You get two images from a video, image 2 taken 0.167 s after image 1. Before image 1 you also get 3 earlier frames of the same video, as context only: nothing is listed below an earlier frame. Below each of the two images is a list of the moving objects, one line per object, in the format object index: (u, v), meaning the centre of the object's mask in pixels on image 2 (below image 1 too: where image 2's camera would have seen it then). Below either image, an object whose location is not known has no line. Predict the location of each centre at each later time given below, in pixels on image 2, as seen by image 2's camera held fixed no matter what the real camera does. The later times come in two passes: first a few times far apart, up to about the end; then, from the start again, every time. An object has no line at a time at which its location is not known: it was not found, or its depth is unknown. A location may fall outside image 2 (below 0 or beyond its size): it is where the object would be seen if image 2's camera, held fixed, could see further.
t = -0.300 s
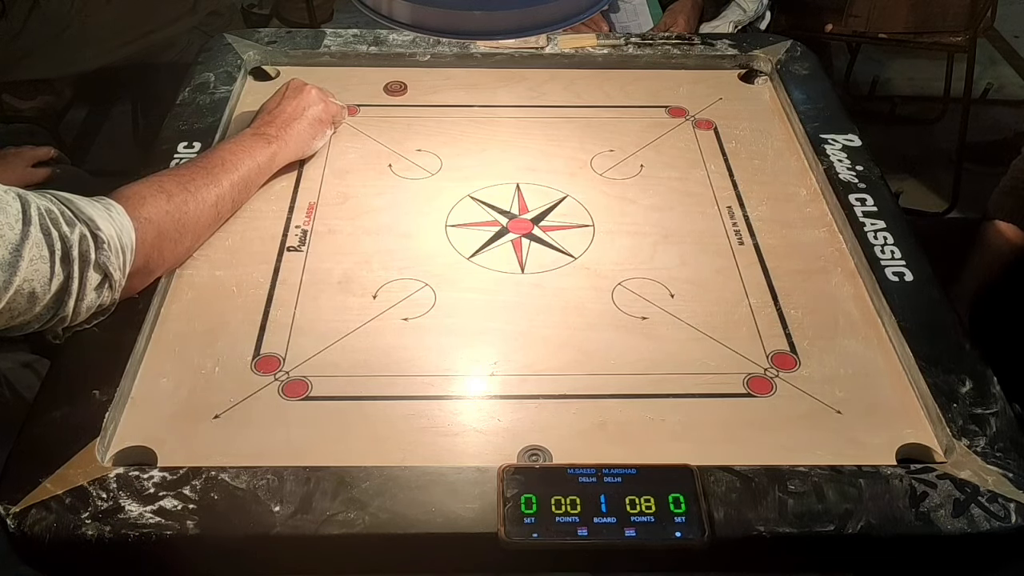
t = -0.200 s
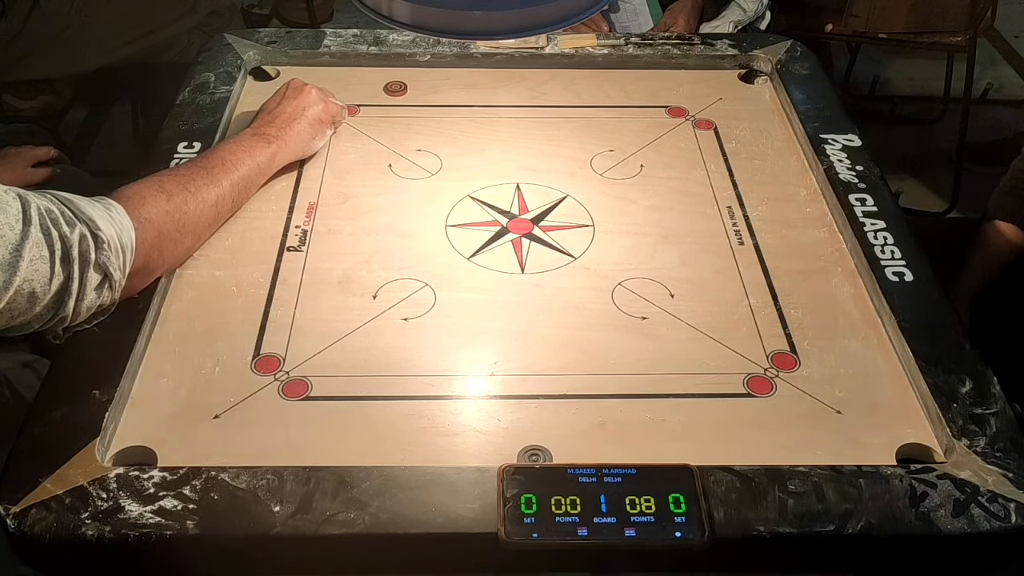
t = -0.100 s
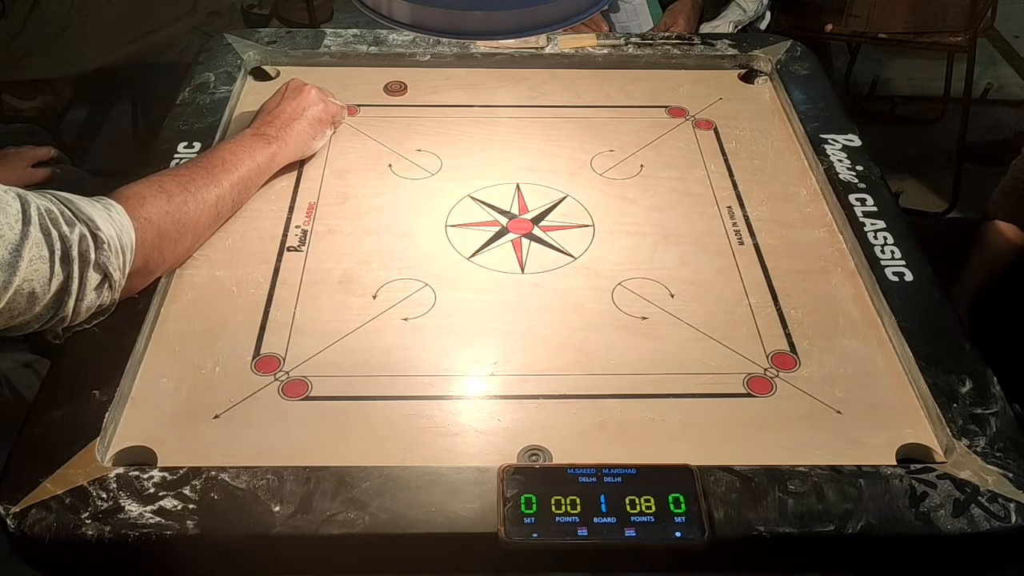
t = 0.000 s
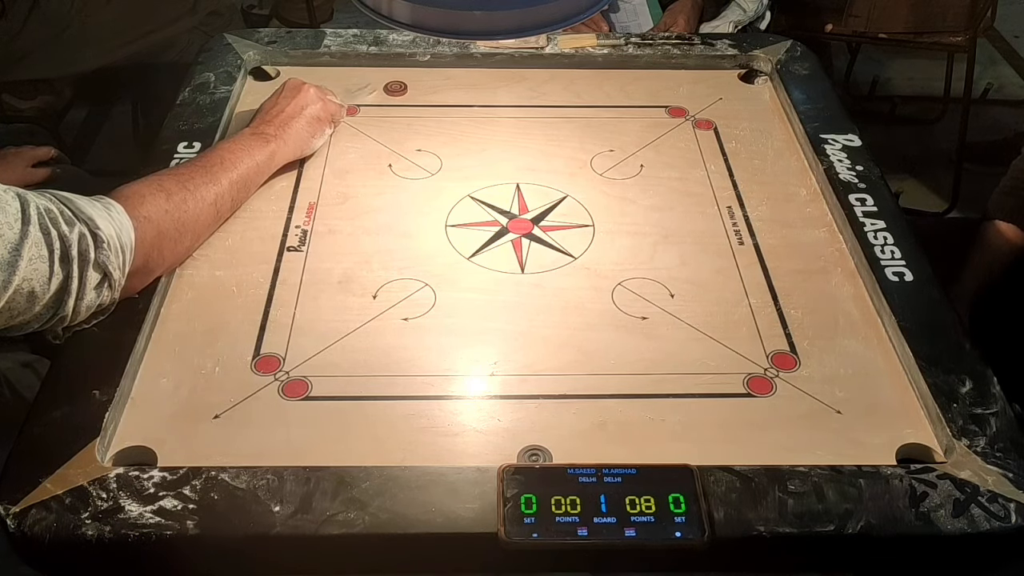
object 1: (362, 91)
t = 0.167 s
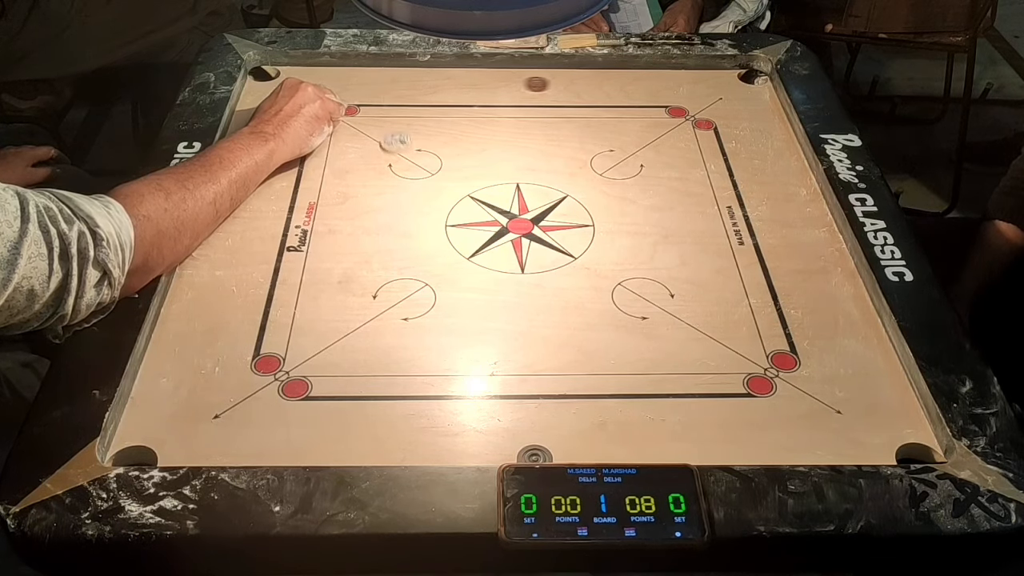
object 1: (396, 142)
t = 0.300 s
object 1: (414, 219)
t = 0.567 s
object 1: (455, 377)
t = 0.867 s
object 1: (485, 414)
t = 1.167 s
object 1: (489, 386)
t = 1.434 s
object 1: (489, 386)
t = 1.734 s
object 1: (489, 386)
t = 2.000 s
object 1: (489, 386)
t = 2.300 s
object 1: (489, 386)
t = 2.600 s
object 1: (489, 386)
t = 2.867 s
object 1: (489, 386)
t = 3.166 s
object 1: (489, 386)
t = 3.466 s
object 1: (489, 386)
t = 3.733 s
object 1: (489, 386)
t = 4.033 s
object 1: (489, 386)
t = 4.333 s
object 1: (489, 386)
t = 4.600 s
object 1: (489, 386)
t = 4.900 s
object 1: (489, 386)
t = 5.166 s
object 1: (489, 386)
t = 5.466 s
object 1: (489, 386)
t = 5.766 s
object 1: (489, 386)
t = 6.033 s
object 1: (489, 386)
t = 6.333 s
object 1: (489, 386)
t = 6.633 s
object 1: (489, 386)
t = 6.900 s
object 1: (489, 386)
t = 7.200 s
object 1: (489, 386)
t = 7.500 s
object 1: (489, 386)
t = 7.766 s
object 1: (489, 386)
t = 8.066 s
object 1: (489, 386)
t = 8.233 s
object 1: (489, 386)
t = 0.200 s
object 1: (401, 162)
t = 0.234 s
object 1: (404, 180)
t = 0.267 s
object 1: (409, 200)
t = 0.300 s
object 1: (414, 219)
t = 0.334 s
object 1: (418, 239)
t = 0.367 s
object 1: (423, 259)
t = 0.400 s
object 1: (428, 279)
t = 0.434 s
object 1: (433, 299)
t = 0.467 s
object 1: (439, 318)
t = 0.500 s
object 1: (444, 338)
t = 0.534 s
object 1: (450, 358)
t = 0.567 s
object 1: (455, 377)
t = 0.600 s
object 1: (461, 397)
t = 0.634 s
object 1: (466, 415)
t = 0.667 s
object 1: (472, 434)
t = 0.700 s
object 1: (477, 449)
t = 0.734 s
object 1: (481, 454)
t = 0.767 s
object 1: (482, 445)
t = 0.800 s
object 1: (483, 434)
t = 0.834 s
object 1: (484, 423)
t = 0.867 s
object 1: (485, 414)
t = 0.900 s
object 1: (485, 407)
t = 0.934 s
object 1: (486, 400)
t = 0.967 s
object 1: (487, 395)
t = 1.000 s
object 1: (488, 391)
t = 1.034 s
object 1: (488, 388)
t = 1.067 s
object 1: (489, 387)
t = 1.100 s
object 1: (489, 386)
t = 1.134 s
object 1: (489, 386)
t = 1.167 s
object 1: (489, 386)
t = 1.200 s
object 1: (489, 386)
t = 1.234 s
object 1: (489, 386)
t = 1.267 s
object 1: (489, 386)
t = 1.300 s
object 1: (489, 386)
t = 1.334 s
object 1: (489, 386)
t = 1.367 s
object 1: (489, 386)
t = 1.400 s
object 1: (489, 386)
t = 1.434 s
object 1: (489, 386)
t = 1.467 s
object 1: (489, 386)
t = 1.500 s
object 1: (489, 386)
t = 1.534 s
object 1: (489, 386)
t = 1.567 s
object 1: (489, 386)
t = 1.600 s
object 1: (489, 386)
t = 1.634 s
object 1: (489, 386)
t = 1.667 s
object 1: (489, 386)
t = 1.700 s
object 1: (489, 386)
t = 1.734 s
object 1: (489, 386)
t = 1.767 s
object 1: (489, 386)
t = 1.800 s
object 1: (489, 386)
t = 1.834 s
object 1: (489, 386)
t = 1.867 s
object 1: (489, 386)
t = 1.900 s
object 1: (489, 386)
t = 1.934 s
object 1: (489, 386)
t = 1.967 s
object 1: (489, 386)
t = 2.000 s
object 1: (489, 386)
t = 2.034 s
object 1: (489, 386)
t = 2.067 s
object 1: (489, 386)
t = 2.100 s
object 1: (489, 386)
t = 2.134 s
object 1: (489, 386)
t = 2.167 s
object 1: (489, 386)
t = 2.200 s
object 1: (489, 386)
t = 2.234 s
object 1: (489, 386)
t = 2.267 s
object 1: (489, 386)
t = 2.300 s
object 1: (489, 386)
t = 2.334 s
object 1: (489, 386)
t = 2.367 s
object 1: (489, 386)
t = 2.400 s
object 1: (489, 386)
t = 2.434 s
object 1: (489, 386)
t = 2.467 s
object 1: (489, 386)
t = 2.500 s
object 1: (489, 386)
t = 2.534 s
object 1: (489, 386)
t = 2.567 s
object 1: (489, 386)
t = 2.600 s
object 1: (489, 386)
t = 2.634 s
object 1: (489, 386)
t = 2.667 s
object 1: (489, 386)
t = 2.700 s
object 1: (489, 386)
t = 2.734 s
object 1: (489, 386)
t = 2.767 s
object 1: (489, 386)
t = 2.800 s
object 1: (489, 386)
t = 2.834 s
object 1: (489, 386)
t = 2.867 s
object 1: (489, 386)
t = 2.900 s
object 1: (489, 386)
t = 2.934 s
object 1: (489, 386)
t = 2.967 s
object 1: (489, 386)
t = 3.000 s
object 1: (489, 386)
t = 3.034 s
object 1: (489, 386)
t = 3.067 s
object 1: (489, 386)
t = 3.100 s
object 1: (489, 386)
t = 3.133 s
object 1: (489, 386)
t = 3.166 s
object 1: (489, 386)
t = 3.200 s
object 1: (489, 386)
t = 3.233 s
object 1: (489, 386)
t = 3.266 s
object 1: (489, 386)
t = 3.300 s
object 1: (489, 386)
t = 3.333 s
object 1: (489, 386)
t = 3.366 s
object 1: (489, 386)
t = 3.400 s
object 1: (489, 386)
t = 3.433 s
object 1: (489, 386)
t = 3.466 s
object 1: (489, 386)
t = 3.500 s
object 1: (489, 386)
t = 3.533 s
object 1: (489, 386)
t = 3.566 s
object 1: (489, 386)
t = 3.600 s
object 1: (489, 386)
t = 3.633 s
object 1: (489, 386)
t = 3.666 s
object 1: (489, 386)
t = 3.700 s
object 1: (489, 386)
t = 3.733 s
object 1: (489, 386)
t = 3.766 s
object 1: (489, 386)
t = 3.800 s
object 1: (489, 386)
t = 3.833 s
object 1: (489, 386)
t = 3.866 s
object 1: (489, 386)
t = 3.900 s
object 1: (489, 386)
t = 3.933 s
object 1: (489, 386)
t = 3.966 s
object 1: (489, 386)
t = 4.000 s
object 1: (489, 386)
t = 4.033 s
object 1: (489, 386)
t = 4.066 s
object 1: (489, 386)
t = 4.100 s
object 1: (489, 386)
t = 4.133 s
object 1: (489, 386)
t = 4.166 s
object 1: (489, 386)
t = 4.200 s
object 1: (489, 386)
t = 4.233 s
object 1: (489, 386)
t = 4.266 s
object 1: (489, 386)
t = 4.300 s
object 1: (489, 386)
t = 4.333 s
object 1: (489, 386)
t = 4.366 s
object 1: (489, 386)
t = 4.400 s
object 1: (489, 386)
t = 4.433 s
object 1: (489, 386)
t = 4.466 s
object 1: (489, 386)
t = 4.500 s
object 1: (489, 386)
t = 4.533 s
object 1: (489, 386)
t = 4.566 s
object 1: (489, 386)
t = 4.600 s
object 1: (489, 386)
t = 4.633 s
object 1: (489, 386)
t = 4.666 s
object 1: (489, 386)
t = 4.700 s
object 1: (489, 386)
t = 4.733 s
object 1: (489, 386)
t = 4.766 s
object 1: (489, 386)
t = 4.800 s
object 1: (489, 386)
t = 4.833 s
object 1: (489, 386)
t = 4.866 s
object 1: (489, 386)
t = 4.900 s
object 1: (489, 386)
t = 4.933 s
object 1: (489, 386)
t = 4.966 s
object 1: (489, 386)
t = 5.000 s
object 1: (489, 386)
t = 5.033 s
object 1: (489, 386)
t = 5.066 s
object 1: (489, 386)
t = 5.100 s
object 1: (489, 386)
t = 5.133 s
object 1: (489, 386)
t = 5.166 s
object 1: (489, 386)
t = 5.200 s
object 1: (489, 386)
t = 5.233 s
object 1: (489, 386)
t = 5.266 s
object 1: (489, 386)
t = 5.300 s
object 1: (489, 386)
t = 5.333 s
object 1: (489, 386)
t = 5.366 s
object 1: (489, 386)
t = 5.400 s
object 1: (489, 386)
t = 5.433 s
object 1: (489, 386)
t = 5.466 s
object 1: (489, 386)
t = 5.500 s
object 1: (489, 386)
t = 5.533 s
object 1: (489, 386)
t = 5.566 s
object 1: (489, 386)
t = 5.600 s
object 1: (489, 386)
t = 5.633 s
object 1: (489, 386)
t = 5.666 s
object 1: (489, 386)
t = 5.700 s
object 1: (489, 386)
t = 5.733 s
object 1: (489, 386)
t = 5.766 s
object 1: (489, 386)
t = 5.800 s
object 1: (489, 386)
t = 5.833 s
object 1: (489, 386)
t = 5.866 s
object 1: (489, 386)
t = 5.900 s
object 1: (489, 386)
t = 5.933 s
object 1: (489, 386)
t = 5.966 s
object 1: (489, 386)
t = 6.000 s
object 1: (489, 386)
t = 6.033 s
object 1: (489, 386)
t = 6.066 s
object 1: (489, 386)
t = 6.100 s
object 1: (489, 386)
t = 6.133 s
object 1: (489, 386)
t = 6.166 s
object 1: (489, 386)
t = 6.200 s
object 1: (489, 386)
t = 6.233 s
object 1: (489, 386)
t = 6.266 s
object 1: (489, 386)
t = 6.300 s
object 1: (489, 386)
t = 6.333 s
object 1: (489, 386)
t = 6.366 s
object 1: (489, 386)
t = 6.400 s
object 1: (489, 386)
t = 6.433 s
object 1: (489, 386)
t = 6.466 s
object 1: (489, 386)
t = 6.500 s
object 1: (489, 386)
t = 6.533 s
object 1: (489, 386)
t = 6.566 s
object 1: (489, 386)
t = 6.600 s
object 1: (489, 386)
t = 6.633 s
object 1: (489, 386)
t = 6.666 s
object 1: (489, 386)
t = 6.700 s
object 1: (489, 386)
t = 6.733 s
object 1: (489, 386)
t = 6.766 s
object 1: (489, 386)
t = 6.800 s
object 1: (489, 386)
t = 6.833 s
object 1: (489, 386)
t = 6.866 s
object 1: (489, 386)
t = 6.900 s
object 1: (489, 386)
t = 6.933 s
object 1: (489, 386)
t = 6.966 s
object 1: (489, 386)
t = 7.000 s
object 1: (489, 386)
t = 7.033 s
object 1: (489, 386)
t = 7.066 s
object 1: (489, 386)
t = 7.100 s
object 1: (489, 386)
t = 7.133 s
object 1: (489, 386)
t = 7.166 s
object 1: (489, 386)
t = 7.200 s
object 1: (489, 386)
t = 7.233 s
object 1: (489, 386)
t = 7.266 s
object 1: (489, 386)
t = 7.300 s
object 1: (489, 386)
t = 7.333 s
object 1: (489, 386)
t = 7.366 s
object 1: (489, 386)
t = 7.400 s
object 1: (489, 386)
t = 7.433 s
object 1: (489, 386)
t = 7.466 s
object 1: (489, 386)
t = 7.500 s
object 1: (489, 386)
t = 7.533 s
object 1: (489, 386)
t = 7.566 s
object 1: (489, 386)
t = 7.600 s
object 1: (489, 386)
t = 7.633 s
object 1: (489, 386)
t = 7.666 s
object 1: (489, 386)
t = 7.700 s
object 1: (489, 386)
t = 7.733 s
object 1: (489, 386)
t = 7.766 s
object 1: (489, 386)
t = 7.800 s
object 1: (489, 386)
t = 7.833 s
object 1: (489, 386)
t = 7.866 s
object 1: (489, 386)
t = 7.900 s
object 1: (489, 386)
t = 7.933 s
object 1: (489, 386)
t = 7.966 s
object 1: (489, 386)
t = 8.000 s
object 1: (489, 386)
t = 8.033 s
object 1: (489, 386)
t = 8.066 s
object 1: (489, 386)
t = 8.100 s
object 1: (489, 386)
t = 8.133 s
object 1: (489, 386)
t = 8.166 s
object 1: (489, 386)
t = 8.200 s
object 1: (489, 386)
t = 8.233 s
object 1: (489, 386)
